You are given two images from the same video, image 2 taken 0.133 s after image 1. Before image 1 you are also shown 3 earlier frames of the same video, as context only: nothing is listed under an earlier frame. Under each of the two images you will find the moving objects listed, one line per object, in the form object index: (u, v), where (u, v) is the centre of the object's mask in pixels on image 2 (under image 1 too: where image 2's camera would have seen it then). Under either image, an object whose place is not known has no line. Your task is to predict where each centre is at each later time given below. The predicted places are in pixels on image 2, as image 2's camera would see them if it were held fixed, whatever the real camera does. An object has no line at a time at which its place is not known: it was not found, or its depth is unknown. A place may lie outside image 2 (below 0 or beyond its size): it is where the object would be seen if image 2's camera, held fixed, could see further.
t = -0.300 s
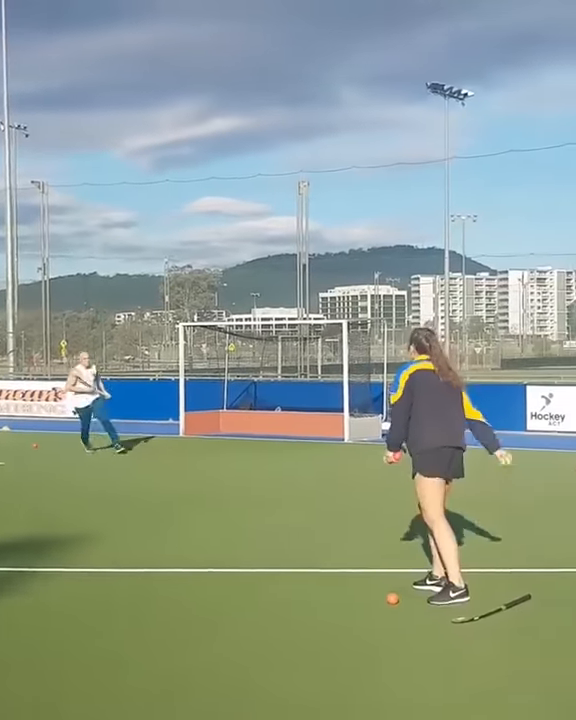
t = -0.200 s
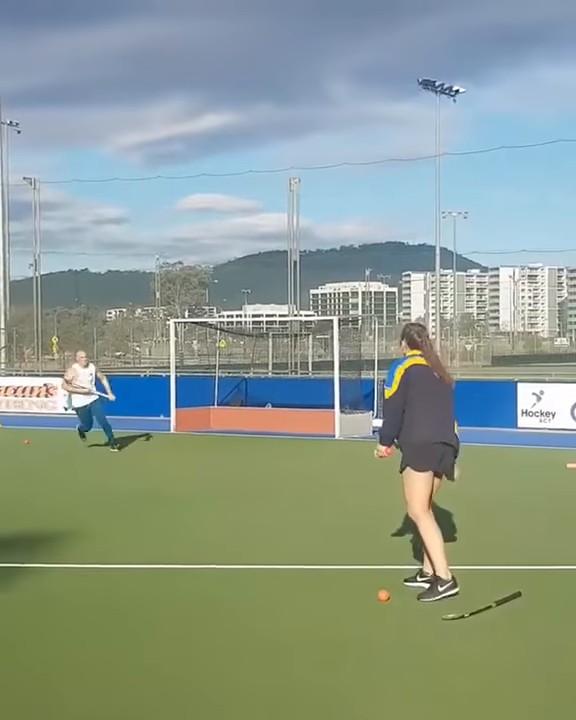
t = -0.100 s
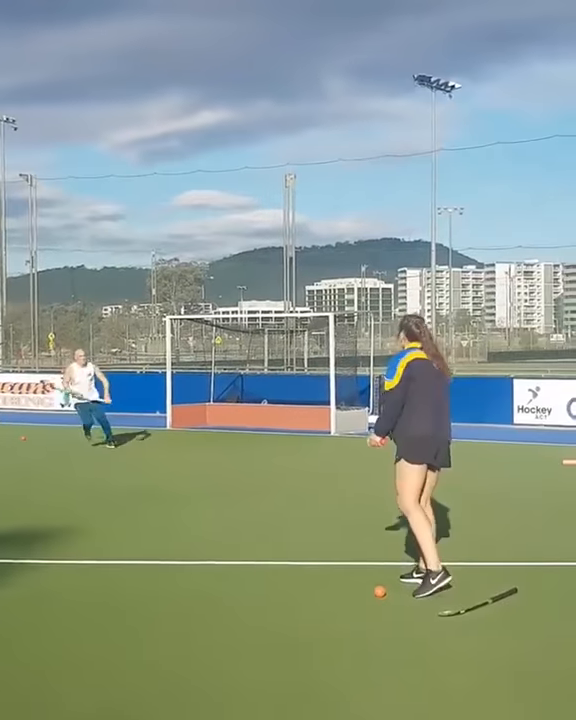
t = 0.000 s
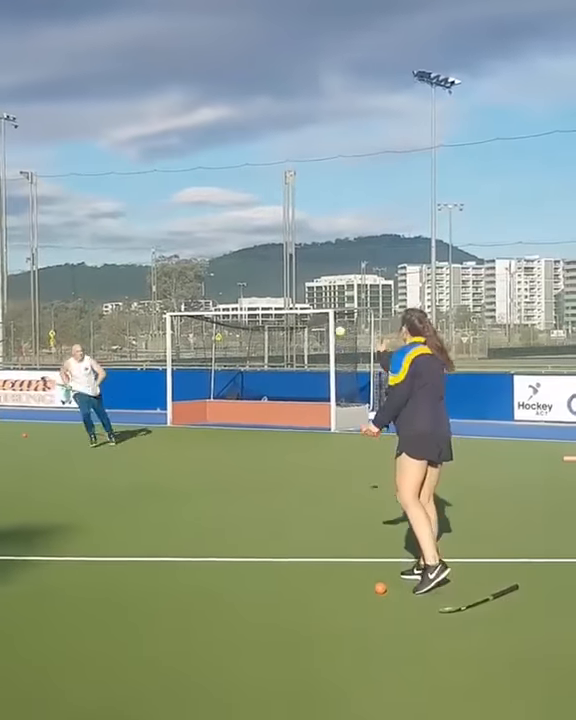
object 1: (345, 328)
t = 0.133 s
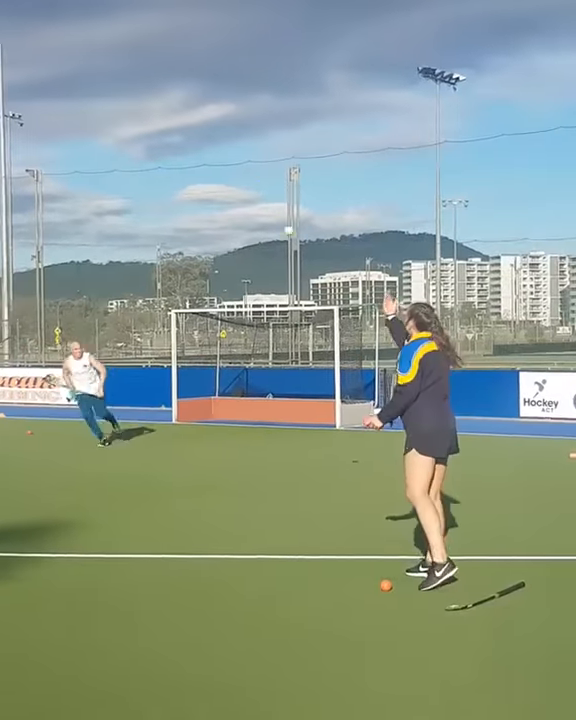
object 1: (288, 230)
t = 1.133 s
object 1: (10, 263)
